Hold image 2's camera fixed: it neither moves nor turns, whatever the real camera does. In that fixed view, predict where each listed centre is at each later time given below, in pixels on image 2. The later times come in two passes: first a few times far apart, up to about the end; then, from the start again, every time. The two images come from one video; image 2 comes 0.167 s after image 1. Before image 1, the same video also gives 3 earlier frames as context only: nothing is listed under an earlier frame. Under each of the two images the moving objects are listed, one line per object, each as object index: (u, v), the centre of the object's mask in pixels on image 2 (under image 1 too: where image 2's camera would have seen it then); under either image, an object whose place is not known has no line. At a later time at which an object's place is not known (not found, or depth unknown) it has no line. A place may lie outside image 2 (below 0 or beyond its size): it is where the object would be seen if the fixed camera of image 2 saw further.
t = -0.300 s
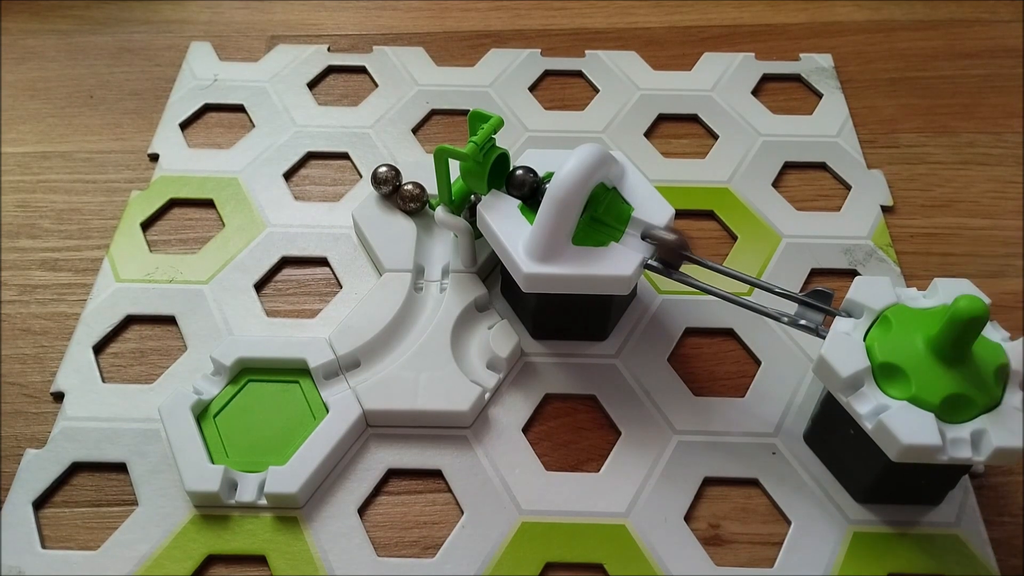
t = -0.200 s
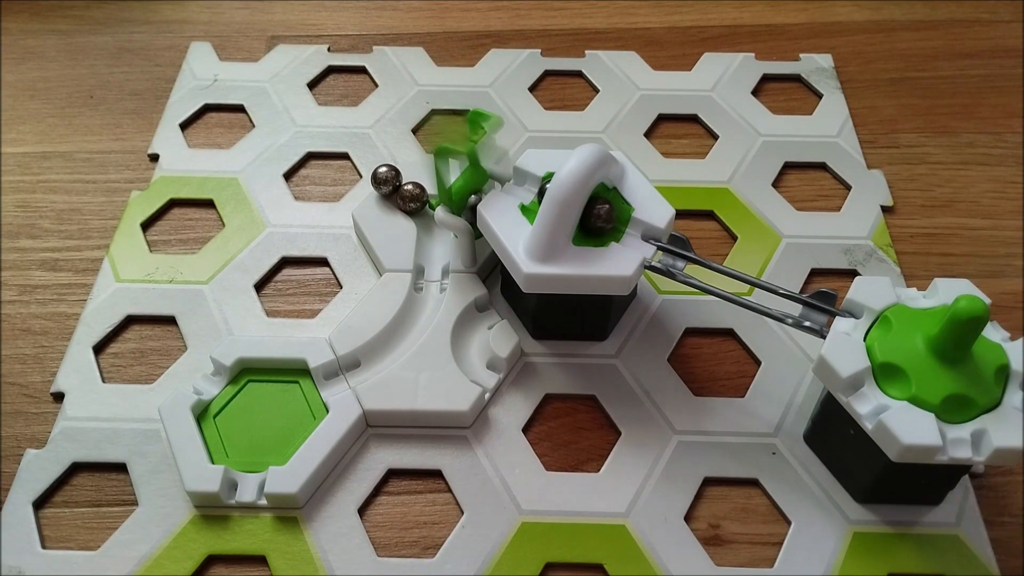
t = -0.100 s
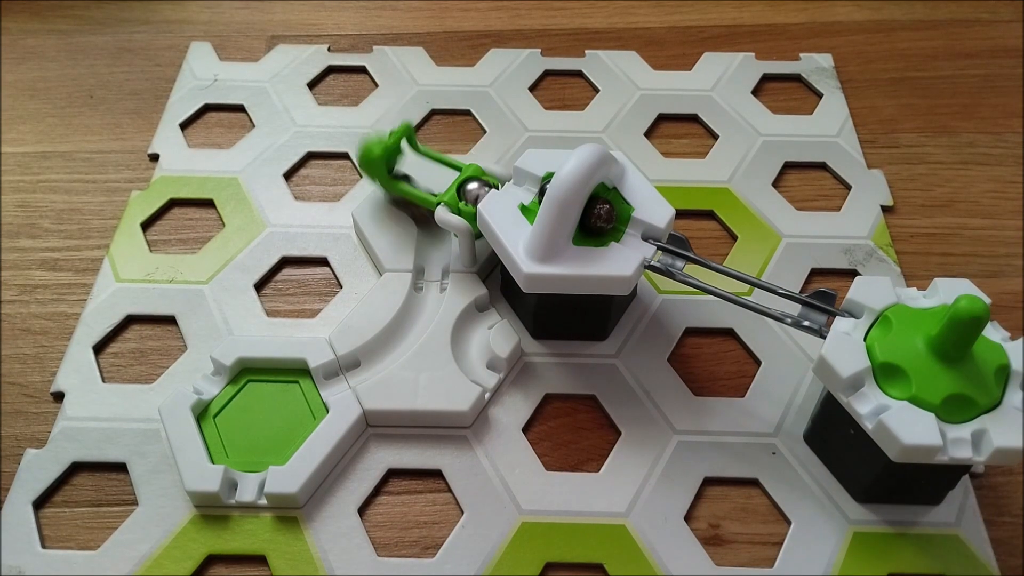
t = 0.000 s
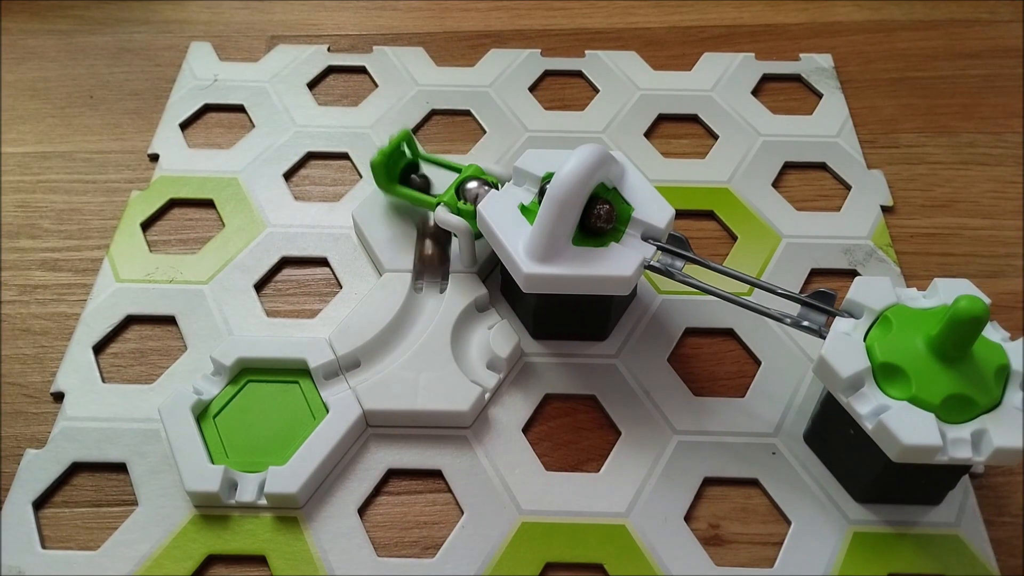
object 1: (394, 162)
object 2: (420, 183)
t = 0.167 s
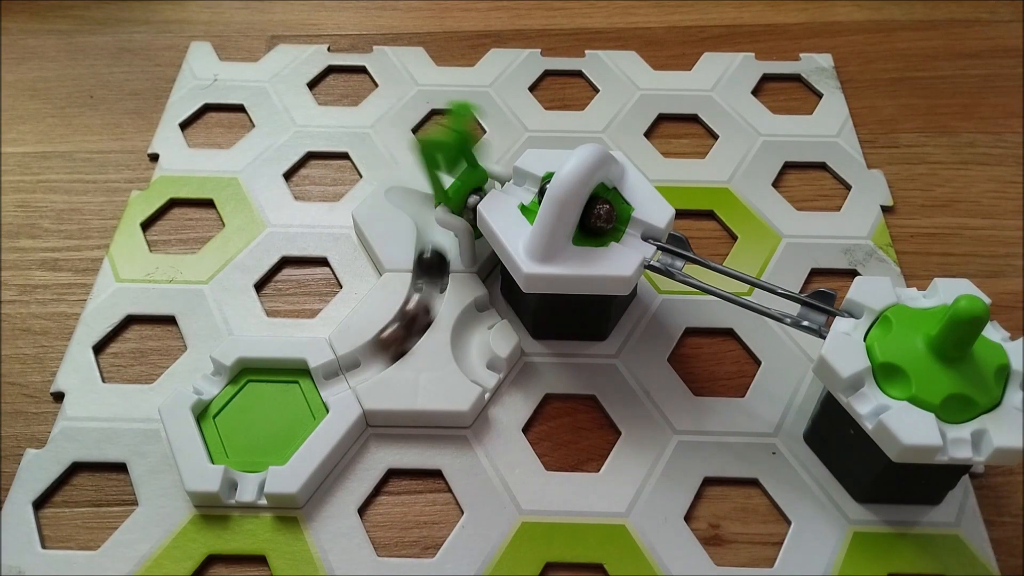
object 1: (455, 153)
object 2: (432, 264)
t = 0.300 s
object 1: (478, 157)
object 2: (412, 320)
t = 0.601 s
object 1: (482, 160)
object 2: (289, 395)
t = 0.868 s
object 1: (483, 161)
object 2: (281, 405)
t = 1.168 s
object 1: (483, 161)
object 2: (294, 406)
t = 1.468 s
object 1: (483, 160)
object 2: (288, 414)
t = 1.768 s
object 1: (483, 160)
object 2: (274, 430)
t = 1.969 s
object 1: (483, 160)
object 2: (255, 443)
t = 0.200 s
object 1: (482, 158)
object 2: (429, 278)
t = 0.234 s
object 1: (479, 157)
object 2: (427, 293)
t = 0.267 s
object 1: (477, 157)
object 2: (421, 307)
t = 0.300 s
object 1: (478, 157)
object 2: (412, 320)
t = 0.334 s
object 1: (480, 159)
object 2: (401, 332)
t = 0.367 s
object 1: (482, 159)
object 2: (389, 344)
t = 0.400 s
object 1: (481, 159)
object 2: (375, 354)
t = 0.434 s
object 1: (481, 159)
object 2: (358, 364)
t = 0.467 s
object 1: (482, 160)
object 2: (340, 371)
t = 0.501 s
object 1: (482, 160)
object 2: (321, 381)
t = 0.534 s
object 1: (482, 160)
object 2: (302, 389)
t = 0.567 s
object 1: (482, 160)
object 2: (294, 394)
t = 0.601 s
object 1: (482, 160)
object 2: (289, 395)
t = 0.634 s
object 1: (483, 160)
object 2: (283, 395)
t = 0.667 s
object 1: (483, 160)
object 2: (277, 396)
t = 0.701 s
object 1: (482, 160)
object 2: (273, 397)
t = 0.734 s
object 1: (483, 160)
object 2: (273, 399)
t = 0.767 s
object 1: (483, 161)
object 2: (276, 401)
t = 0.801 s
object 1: (483, 161)
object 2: (277, 403)
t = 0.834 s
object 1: (483, 161)
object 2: (279, 405)
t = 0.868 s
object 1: (483, 161)
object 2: (281, 405)
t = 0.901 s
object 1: (483, 161)
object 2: (284, 405)
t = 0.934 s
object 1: (483, 160)
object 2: (286, 405)
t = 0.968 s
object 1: (483, 161)
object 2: (288, 405)
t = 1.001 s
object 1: (483, 161)
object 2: (291, 405)
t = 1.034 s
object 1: (483, 160)
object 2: (292, 405)
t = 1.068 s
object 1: (483, 161)
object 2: (293, 405)
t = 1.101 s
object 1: (483, 161)
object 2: (294, 405)
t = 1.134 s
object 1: (483, 161)
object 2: (294, 405)
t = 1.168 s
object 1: (483, 161)
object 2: (294, 406)
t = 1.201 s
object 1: (483, 160)
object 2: (294, 407)
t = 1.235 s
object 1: (483, 161)
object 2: (293, 408)
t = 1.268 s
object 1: (483, 161)
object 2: (294, 409)
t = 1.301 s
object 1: (483, 161)
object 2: (293, 410)
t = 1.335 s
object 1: (483, 160)
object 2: (292, 411)
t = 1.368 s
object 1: (483, 160)
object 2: (291, 411)
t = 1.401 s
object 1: (483, 160)
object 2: (290, 412)
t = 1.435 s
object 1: (483, 160)
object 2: (289, 413)
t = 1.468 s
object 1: (483, 160)
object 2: (288, 414)
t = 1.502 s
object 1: (483, 160)
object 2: (287, 416)
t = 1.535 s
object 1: (483, 160)
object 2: (286, 417)
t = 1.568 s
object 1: (483, 160)
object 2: (285, 419)
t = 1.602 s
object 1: (483, 160)
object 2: (284, 420)
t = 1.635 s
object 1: (483, 160)
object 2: (283, 422)
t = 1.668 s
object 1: (483, 160)
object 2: (281, 424)
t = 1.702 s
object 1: (483, 160)
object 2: (279, 426)
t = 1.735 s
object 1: (483, 160)
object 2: (277, 428)
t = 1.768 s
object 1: (483, 160)
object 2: (274, 430)
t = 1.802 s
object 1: (483, 160)
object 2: (272, 433)
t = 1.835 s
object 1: (483, 160)
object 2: (269, 435)
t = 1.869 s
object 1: (483, 160)
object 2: (265, 437)
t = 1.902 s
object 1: (483, 160)
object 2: (262, 440)
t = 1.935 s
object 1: (483, 160)
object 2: (258, 442)
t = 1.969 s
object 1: (483, 160)
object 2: (255, 443)
